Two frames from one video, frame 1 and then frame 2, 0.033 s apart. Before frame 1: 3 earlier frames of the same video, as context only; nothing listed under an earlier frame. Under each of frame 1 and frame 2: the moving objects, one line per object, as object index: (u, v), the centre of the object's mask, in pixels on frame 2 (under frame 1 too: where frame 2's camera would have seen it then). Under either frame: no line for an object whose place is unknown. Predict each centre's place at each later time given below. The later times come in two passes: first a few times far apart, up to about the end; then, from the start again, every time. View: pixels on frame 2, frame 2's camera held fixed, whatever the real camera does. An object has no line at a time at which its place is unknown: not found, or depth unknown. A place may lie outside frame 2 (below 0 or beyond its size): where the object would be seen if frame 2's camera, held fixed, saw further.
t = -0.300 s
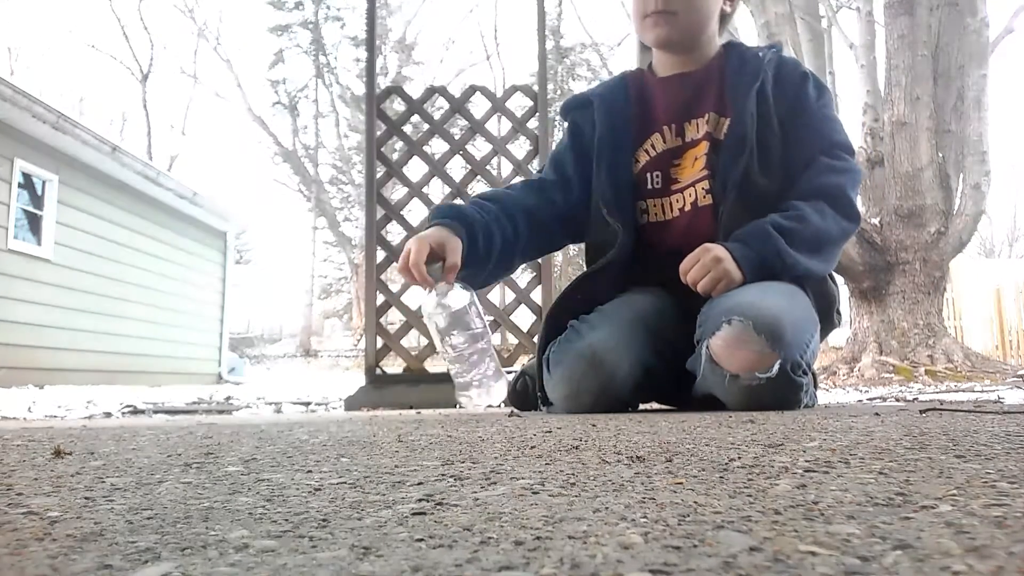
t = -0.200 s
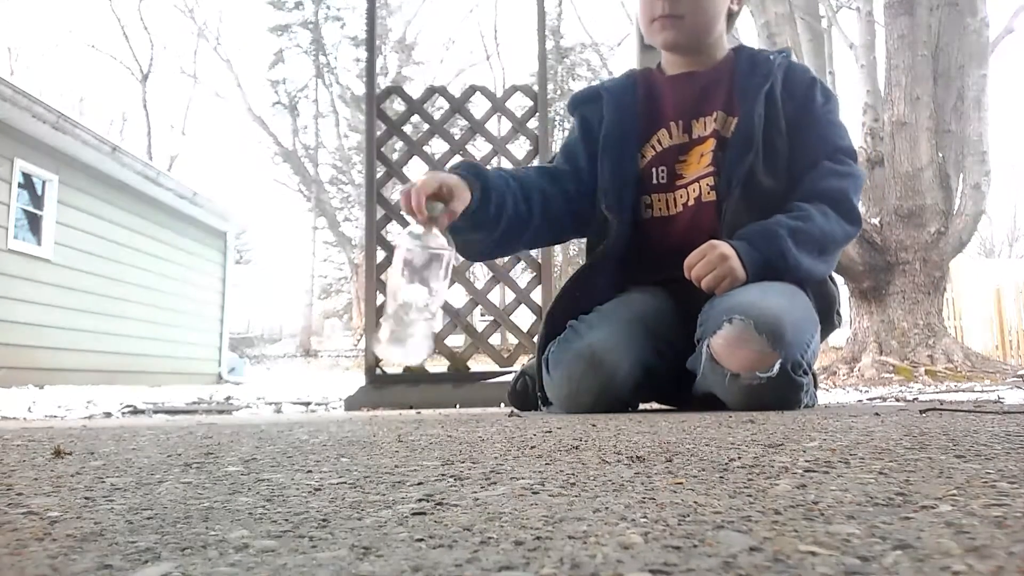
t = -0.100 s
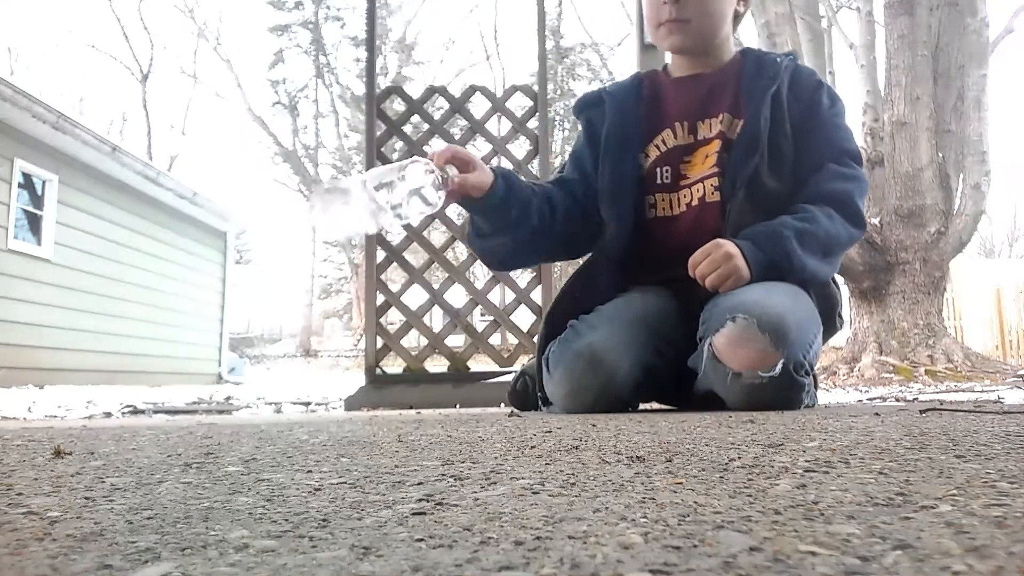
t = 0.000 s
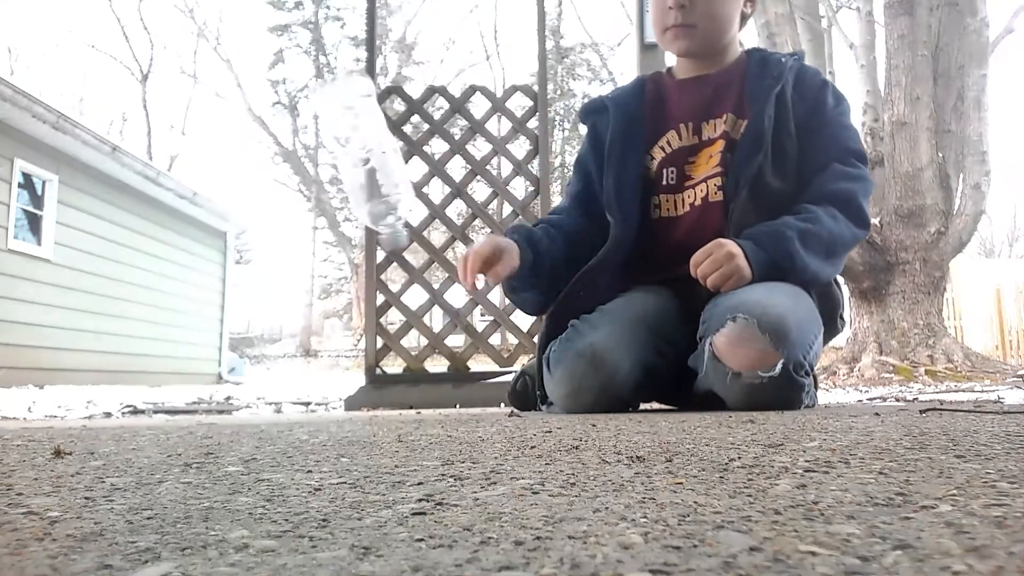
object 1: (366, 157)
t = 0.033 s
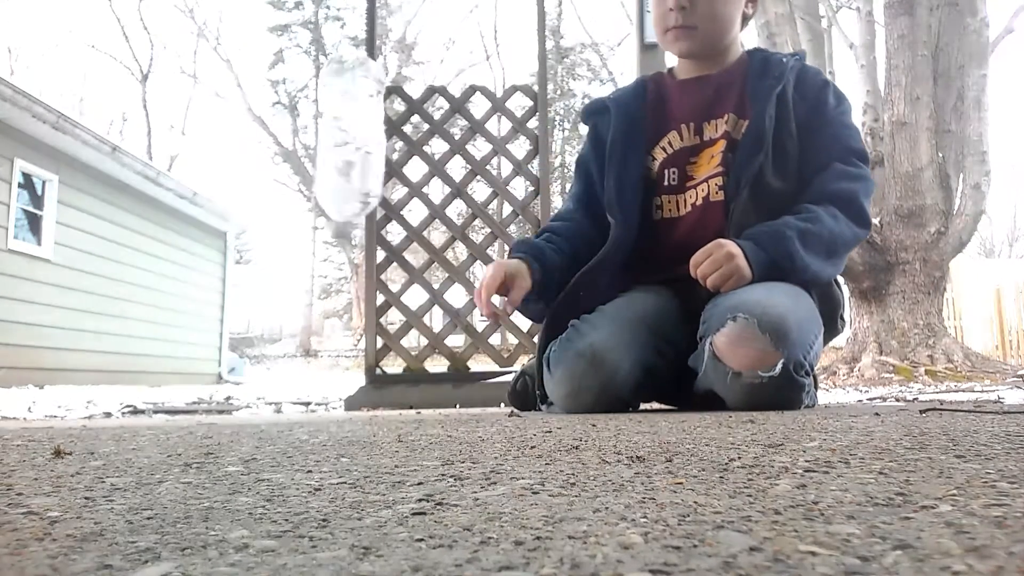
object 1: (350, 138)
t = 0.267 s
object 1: (330, 269)
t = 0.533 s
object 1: (271, 384)
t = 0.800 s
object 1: (214, 384)
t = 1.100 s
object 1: (153, 387)
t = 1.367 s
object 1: (93, 389)
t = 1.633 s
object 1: (57, 392)
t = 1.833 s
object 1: (34, 395)
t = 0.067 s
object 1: (331, 133)
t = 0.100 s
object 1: (321, 121)
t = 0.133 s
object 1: (317, 120)
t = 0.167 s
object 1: (322, 135)
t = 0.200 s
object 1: (323, 164)
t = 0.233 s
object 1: (315, 207)
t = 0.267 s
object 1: (330, 269)
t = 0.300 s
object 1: (342, 334)
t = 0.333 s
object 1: (329, 349)
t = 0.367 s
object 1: (313, 369)
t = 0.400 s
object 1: (301, 380)
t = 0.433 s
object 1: (291, 381)
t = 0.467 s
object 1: (283, 382)
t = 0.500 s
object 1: (277, 383)
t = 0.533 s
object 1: (271, 384)
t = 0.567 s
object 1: (263, 384)
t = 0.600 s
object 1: (255, 385)
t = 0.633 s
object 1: (249, 385)
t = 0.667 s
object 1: (244, 385)
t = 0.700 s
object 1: (237, 384)
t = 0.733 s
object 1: (232, 384)
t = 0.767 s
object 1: (225, 385)
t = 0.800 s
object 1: (214, 384)
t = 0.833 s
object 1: (206, 384)
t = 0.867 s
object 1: (200, 385)
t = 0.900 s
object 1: (195, 385)
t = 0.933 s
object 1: (188, 385)
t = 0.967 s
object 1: (181, 386)
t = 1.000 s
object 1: (173, 387)
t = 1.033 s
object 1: (164, 387)
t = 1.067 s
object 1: (159, 387)
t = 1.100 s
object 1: (153, 387)
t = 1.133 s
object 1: (145, 388)
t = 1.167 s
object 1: (138, 388)
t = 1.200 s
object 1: (129, 389)
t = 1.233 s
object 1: (121, 389)
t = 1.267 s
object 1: (113, 389)
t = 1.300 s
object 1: (106, 389)
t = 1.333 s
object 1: (99, 389)
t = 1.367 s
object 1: (93, 389)
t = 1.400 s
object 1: (87, 390)
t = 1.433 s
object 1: (80, 390)
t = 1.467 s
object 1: (75, 391)
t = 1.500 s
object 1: (63, 392)
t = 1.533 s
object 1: (67, 392)
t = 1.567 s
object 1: (64, 392)
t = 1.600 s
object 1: (60, 392)
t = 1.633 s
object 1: (57, 392)
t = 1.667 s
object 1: (53, 393)
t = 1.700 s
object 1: (49, 393)
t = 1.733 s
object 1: (45, 393)
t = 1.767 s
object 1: (42, 393)
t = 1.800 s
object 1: (38, 393)
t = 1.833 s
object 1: (34, 395)
